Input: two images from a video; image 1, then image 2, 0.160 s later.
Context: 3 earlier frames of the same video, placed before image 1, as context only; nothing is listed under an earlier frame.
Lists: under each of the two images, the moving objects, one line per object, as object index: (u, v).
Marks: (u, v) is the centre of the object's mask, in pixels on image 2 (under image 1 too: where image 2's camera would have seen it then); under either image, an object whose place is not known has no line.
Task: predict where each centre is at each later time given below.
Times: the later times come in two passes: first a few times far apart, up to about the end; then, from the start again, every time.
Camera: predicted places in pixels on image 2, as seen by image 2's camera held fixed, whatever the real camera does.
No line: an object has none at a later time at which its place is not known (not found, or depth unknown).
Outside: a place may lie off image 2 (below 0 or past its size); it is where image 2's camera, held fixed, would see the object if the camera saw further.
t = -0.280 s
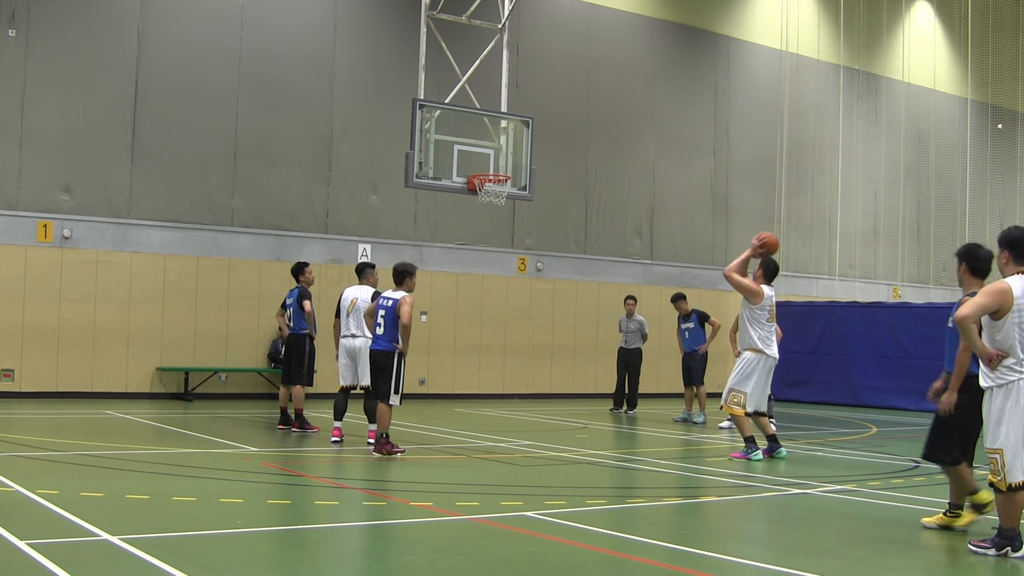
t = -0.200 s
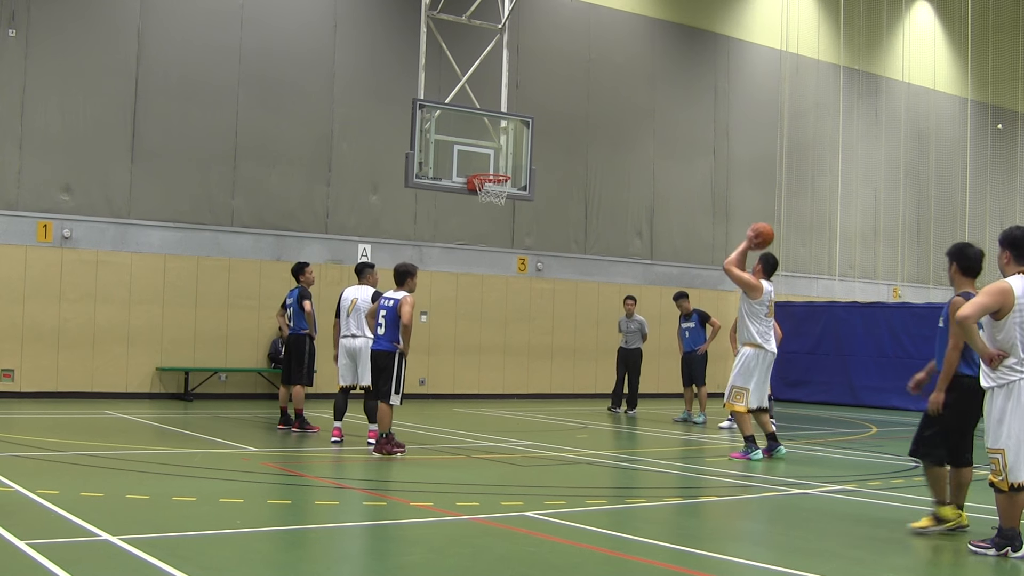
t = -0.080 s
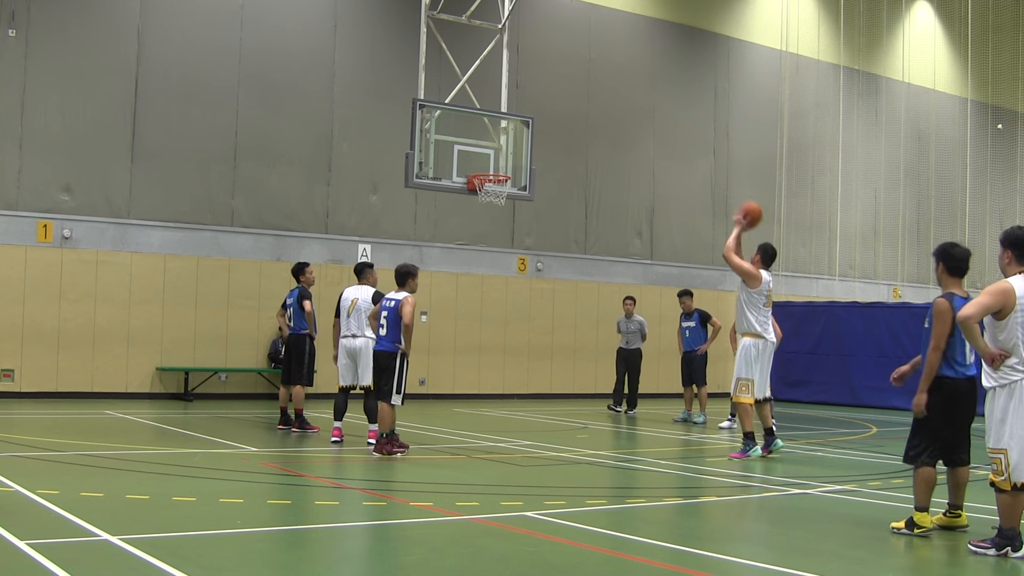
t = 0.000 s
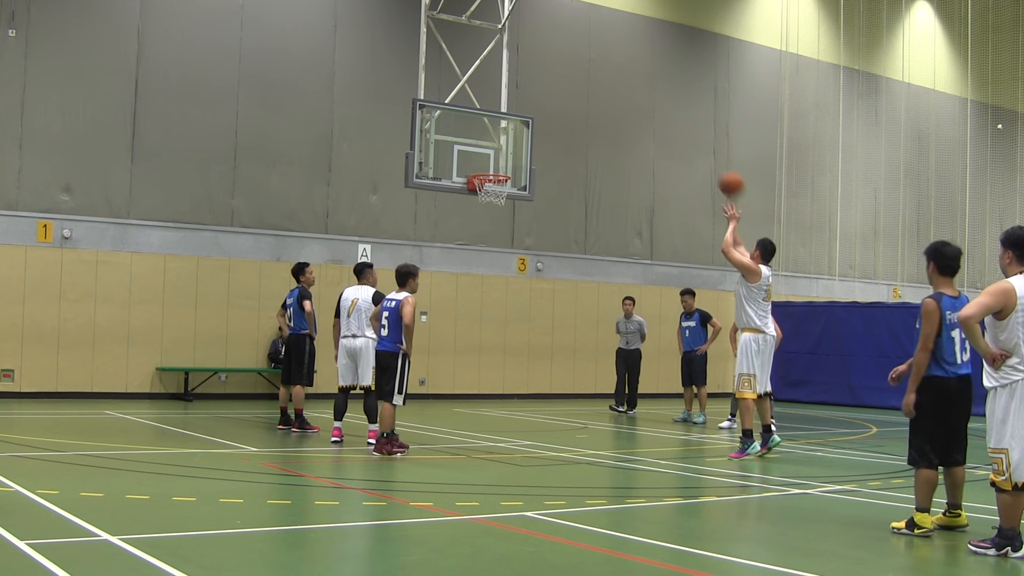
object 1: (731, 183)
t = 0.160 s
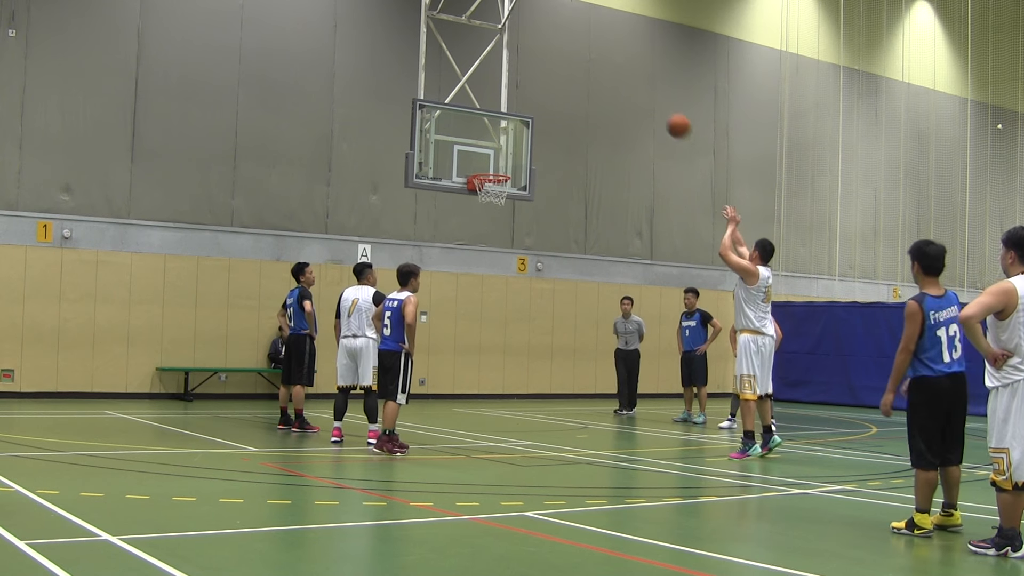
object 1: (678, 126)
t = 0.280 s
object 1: (642, 101)
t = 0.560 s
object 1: (566, 95)
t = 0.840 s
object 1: (498, 150)
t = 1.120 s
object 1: (510, 164)
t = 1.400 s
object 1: (559, 181)
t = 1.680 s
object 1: (604, 260)
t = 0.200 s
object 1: (666, 116)
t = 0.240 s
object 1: (654, 108)
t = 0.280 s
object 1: (642, 101)
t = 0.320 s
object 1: (630, 96)
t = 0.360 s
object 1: (619, 92)
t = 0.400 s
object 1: (609, 90)
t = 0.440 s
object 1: (598, 90)
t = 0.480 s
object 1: (587, 90)
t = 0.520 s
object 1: (577, 92)
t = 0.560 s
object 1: (566, 95)
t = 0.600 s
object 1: (556, 100)
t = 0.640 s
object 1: (546, 105)
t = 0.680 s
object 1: (536, 112)
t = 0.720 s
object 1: (527, 119)
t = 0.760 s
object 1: (517, 129)
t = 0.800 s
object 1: (508, 139)
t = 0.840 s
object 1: (498, 150)
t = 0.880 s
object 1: (489, 162)
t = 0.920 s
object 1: (484, 168)
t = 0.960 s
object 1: (482, 169)
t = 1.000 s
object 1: (489, 169)
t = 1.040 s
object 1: (496, 168)
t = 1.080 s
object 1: (503, 166)
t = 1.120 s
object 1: (510, 164)
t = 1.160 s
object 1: (517, 162)
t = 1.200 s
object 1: (524, 163)
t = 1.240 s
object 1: (531, 164)
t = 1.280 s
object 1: (538, 166)
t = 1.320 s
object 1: (545, 170)
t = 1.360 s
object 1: (552, 175)
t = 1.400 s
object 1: (559, 181)
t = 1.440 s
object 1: (565, 189)
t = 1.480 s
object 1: (572, 197)
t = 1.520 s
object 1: (579, 208)
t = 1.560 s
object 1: (585, 219)
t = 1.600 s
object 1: (592, 232)
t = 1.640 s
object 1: (598, 245)
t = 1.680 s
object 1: (604, 260)
